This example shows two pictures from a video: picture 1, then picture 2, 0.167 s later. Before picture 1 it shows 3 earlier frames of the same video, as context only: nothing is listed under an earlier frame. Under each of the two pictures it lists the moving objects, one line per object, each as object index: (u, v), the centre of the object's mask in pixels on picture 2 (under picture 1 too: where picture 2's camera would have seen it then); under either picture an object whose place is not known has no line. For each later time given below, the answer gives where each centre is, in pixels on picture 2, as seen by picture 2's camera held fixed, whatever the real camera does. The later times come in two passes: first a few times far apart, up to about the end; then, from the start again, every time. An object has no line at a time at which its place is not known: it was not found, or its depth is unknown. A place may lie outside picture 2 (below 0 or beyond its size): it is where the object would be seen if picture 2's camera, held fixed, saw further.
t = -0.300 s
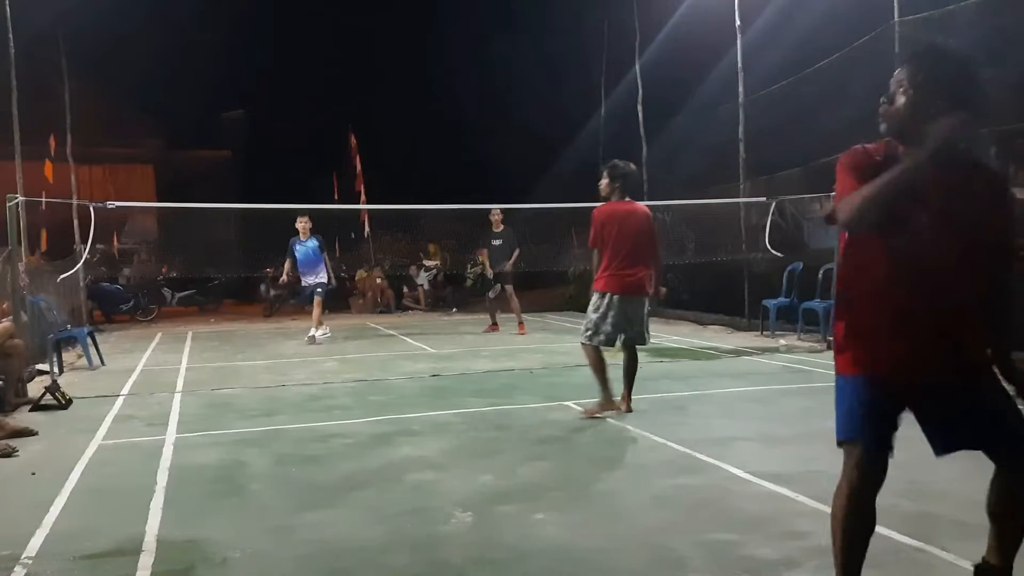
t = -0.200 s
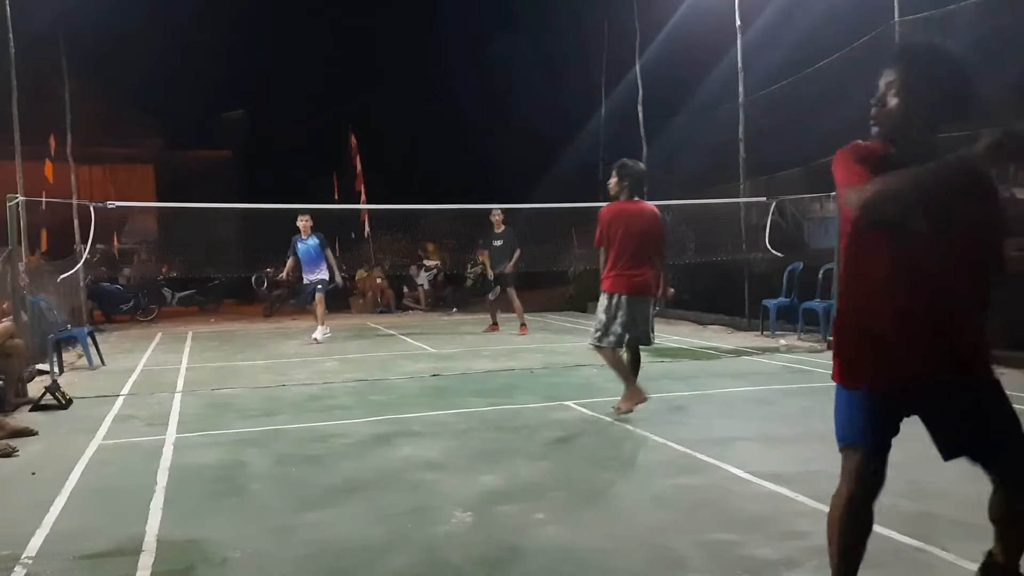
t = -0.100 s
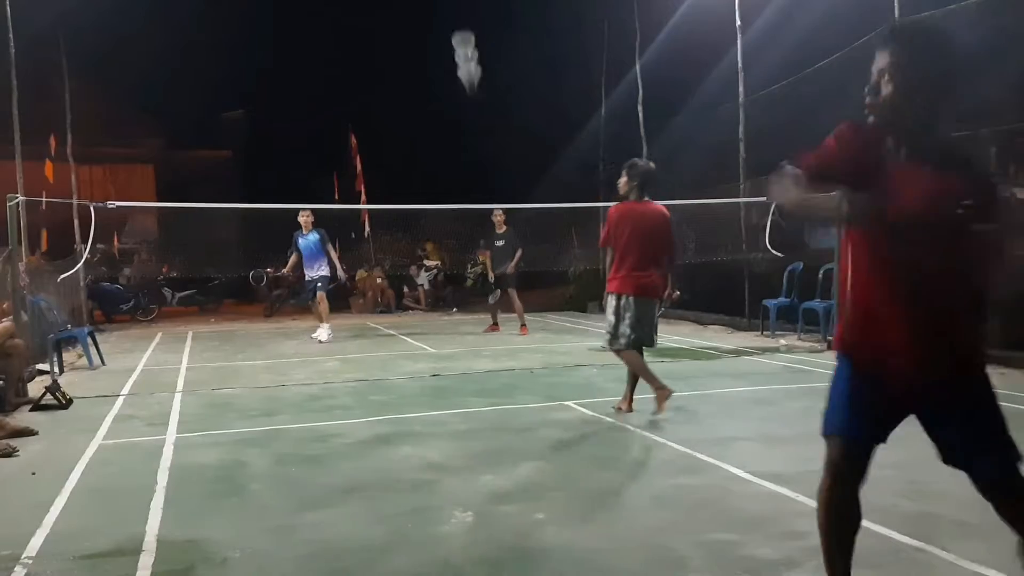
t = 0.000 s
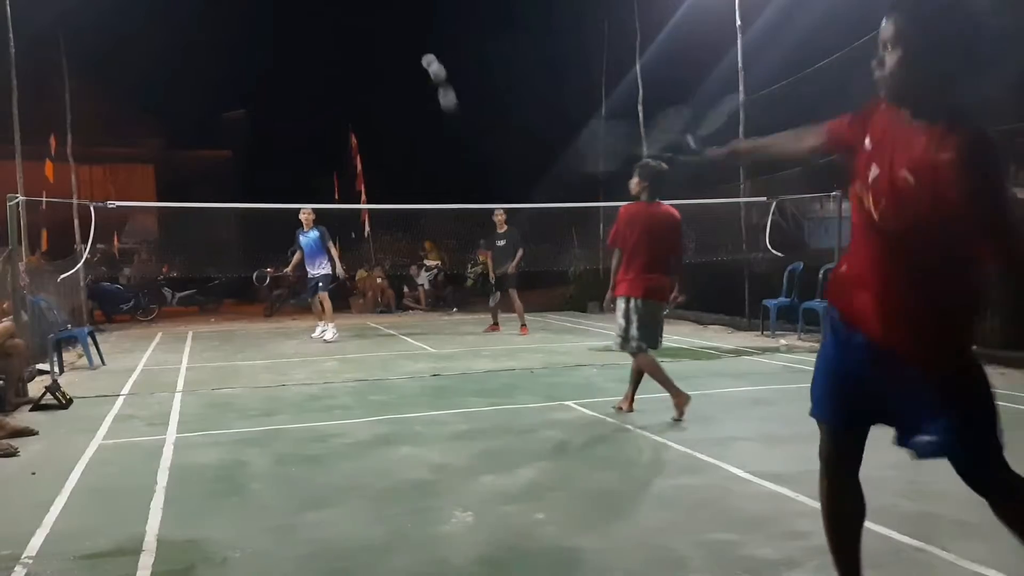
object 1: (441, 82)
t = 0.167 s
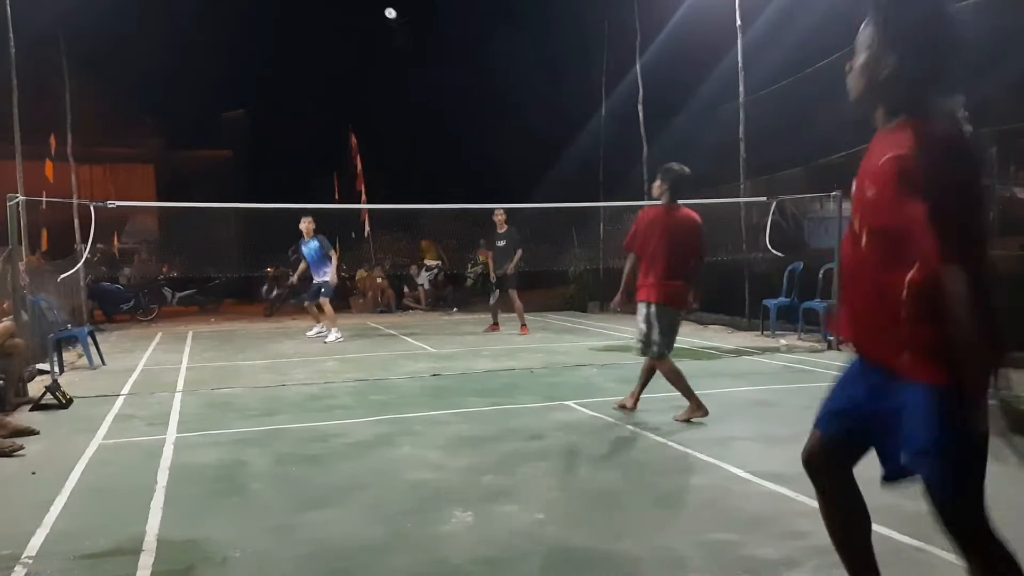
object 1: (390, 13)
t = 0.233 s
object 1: (384, 12)
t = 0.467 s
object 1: (374, 38)
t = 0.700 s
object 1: (373, 87)
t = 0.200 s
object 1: (385, 12)
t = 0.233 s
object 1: (384, 12)
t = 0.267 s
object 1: (382, 13)
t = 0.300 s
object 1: (380, 16)
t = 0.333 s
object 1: (379, 19)
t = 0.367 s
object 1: (377, 23)
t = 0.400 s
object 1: (376, 27)
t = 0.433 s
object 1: (375, 32)
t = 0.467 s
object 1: (374, 38)
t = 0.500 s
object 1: (374, 43)
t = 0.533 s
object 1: (373, 50)
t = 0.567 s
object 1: (373, 57)
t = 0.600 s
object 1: (373, 63)
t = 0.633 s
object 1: (373, 71)
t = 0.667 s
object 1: (373, 79)
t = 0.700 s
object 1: (373, 87)
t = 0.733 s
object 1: (372, 97)
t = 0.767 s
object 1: (372, 105)
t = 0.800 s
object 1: (373, 113)
